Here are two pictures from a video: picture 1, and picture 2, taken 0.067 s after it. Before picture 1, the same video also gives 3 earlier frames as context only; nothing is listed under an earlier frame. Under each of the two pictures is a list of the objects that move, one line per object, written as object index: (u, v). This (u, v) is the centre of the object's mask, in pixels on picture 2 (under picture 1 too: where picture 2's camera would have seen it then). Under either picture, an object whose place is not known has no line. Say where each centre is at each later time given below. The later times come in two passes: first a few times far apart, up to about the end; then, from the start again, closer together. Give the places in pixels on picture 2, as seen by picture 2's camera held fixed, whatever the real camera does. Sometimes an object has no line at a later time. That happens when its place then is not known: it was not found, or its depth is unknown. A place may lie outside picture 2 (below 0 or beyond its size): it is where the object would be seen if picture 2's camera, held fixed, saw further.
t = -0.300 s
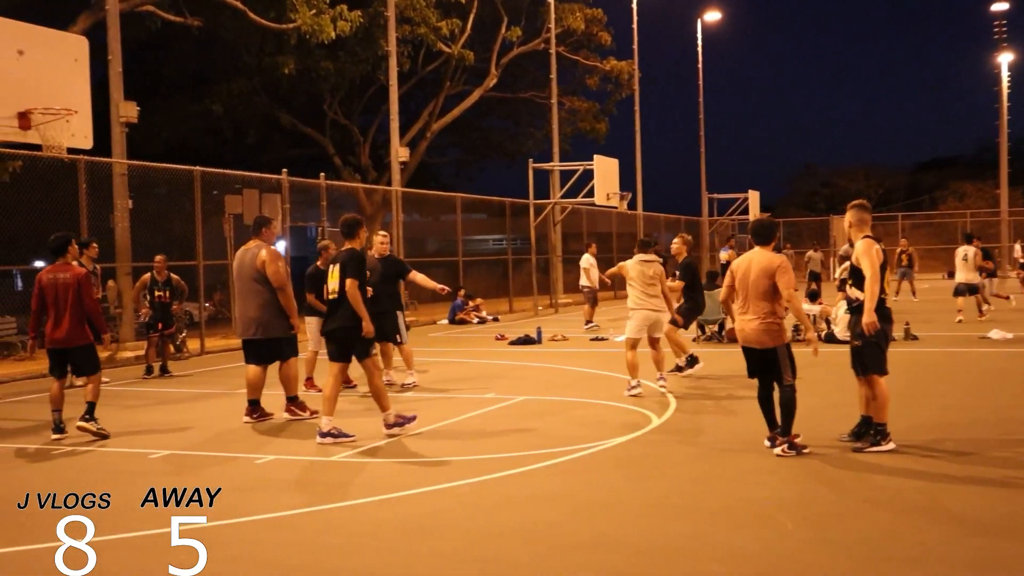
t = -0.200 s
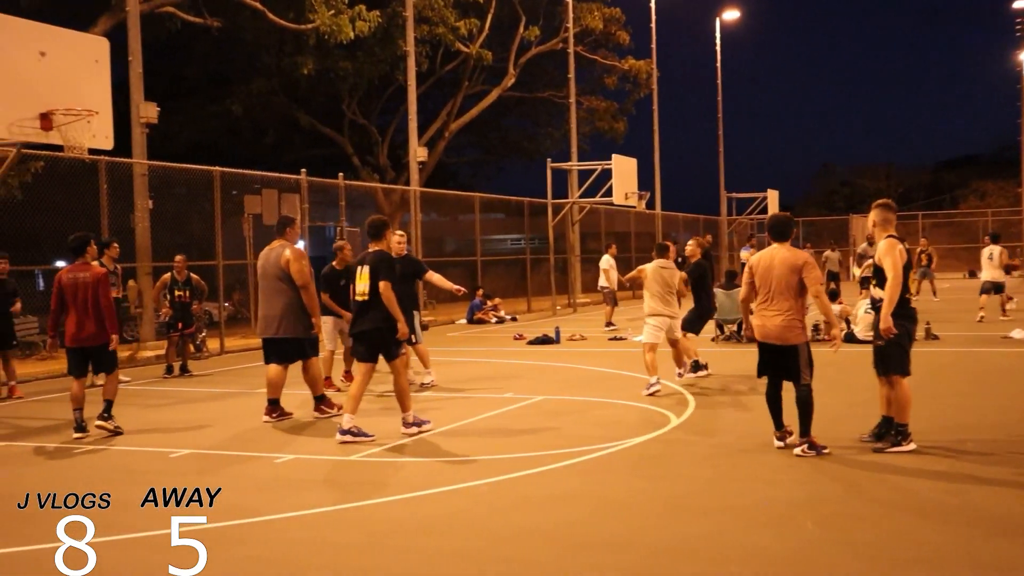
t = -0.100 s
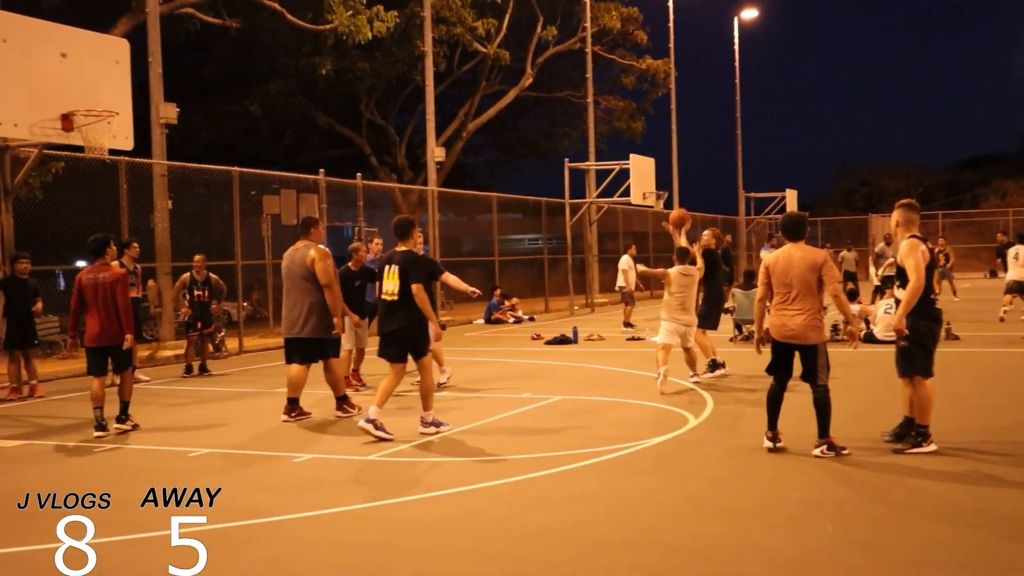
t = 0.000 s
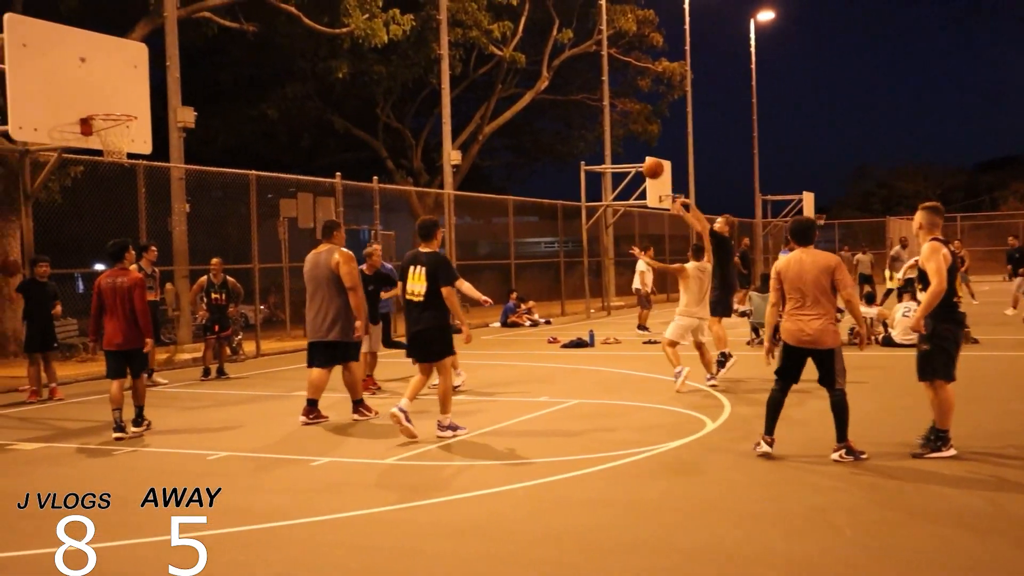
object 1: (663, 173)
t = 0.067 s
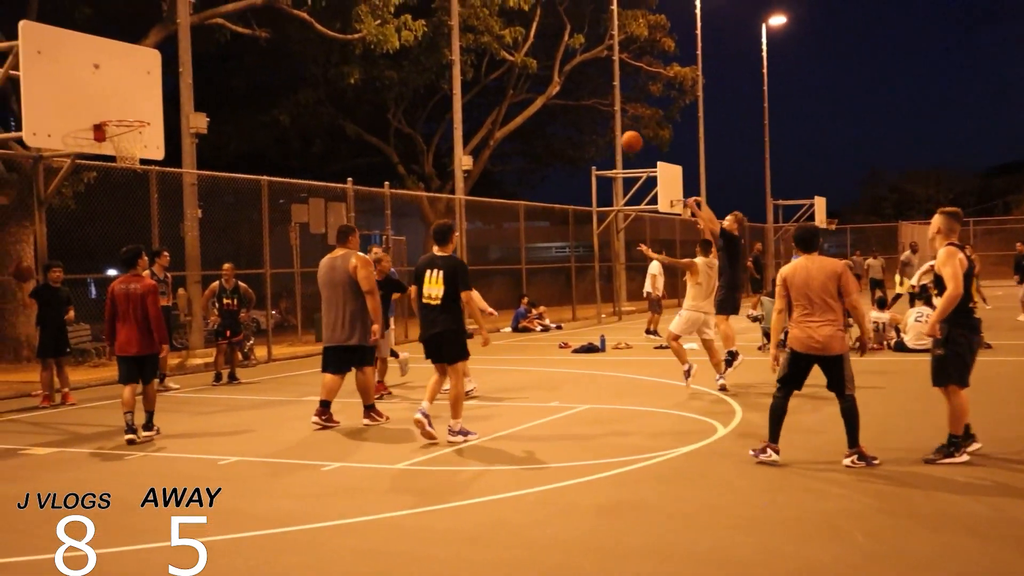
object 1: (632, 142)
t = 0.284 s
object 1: (525, 63)
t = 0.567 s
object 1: (383, 17)
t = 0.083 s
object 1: (623, 134)
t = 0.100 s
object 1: (615, 127)
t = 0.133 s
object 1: (599, 113)
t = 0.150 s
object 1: (590, 107)
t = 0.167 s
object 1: (582, 101)
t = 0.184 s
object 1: (574, 94)
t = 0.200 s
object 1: (566, 88)
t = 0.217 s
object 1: (558, 83)
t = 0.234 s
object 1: (550, 77)
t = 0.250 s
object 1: (541, 72)
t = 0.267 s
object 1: (533, 67)
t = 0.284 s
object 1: (525, 63)
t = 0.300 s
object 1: (517, 58)
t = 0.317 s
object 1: (508, 53)
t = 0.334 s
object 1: (500, 49)
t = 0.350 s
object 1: (492, 45)
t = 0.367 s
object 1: (484, 42)
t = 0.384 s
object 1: (476, 39)
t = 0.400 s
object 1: (467, 35)
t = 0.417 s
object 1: (459, 32)
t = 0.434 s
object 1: (450, 29)
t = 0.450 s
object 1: (442, 27)
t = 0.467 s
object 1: (433, 24)
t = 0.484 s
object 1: (425, 23)
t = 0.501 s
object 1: (417, 21)
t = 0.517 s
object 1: (408, 20)
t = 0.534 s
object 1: (400, 19)
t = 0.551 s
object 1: (391, 18)
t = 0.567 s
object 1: (383, 17)
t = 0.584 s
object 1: (374, 17)
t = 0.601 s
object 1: (366, 17)
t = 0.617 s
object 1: (357, 17)
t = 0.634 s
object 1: (348, 17)
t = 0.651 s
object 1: (339, 18)
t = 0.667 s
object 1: (331, 18)
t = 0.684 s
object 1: (322, 19)
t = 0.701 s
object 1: (313, 20)
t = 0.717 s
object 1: (305, 22)
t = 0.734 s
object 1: (296, 24)
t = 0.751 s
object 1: (287, 26)
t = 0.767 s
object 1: (279, 28)
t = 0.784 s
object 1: (270, 31)
